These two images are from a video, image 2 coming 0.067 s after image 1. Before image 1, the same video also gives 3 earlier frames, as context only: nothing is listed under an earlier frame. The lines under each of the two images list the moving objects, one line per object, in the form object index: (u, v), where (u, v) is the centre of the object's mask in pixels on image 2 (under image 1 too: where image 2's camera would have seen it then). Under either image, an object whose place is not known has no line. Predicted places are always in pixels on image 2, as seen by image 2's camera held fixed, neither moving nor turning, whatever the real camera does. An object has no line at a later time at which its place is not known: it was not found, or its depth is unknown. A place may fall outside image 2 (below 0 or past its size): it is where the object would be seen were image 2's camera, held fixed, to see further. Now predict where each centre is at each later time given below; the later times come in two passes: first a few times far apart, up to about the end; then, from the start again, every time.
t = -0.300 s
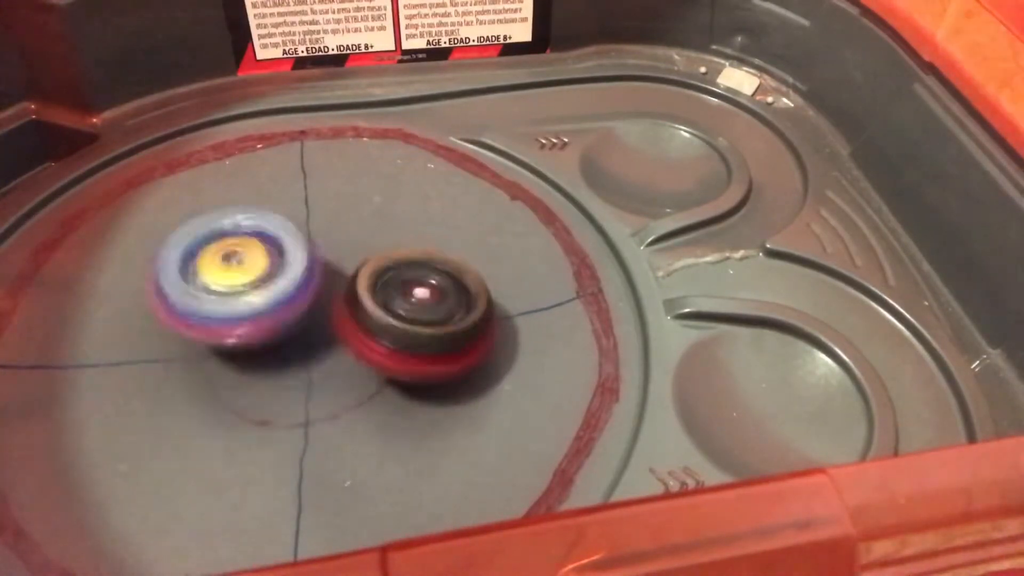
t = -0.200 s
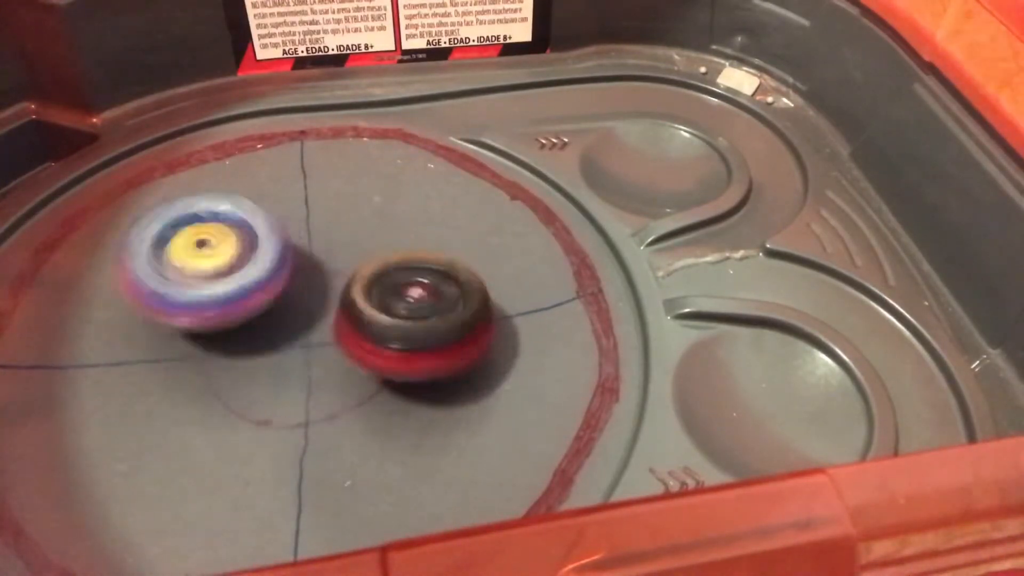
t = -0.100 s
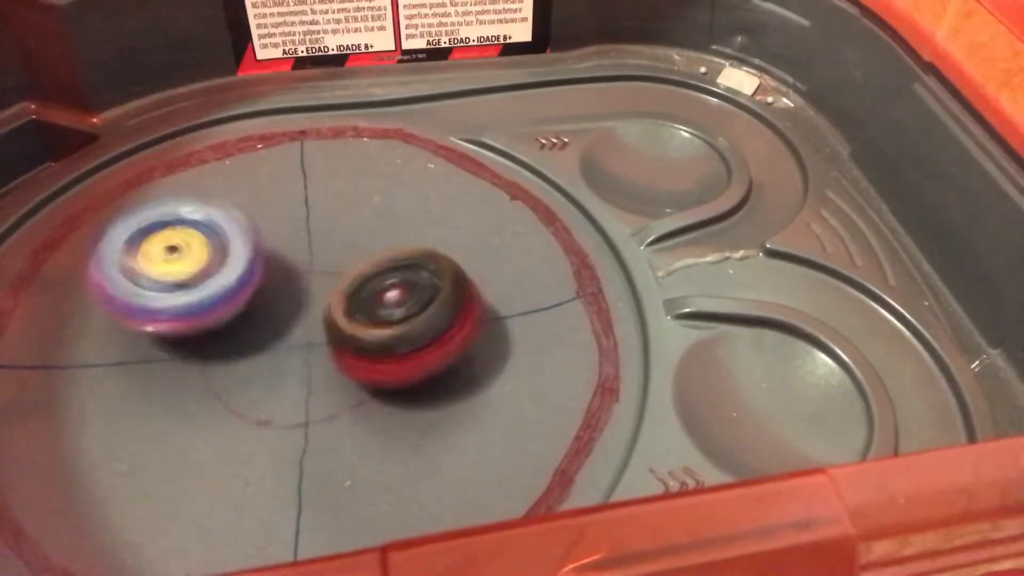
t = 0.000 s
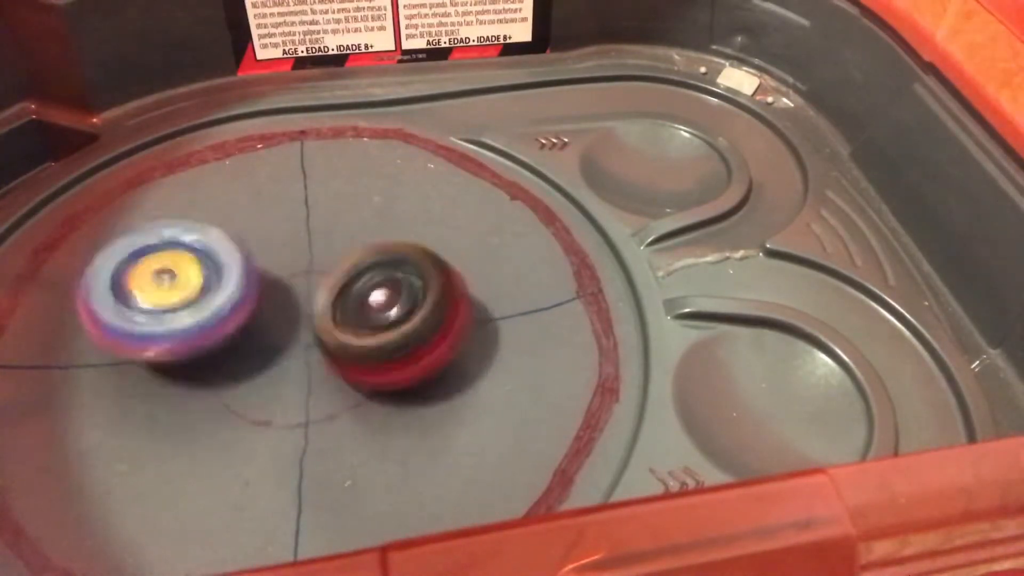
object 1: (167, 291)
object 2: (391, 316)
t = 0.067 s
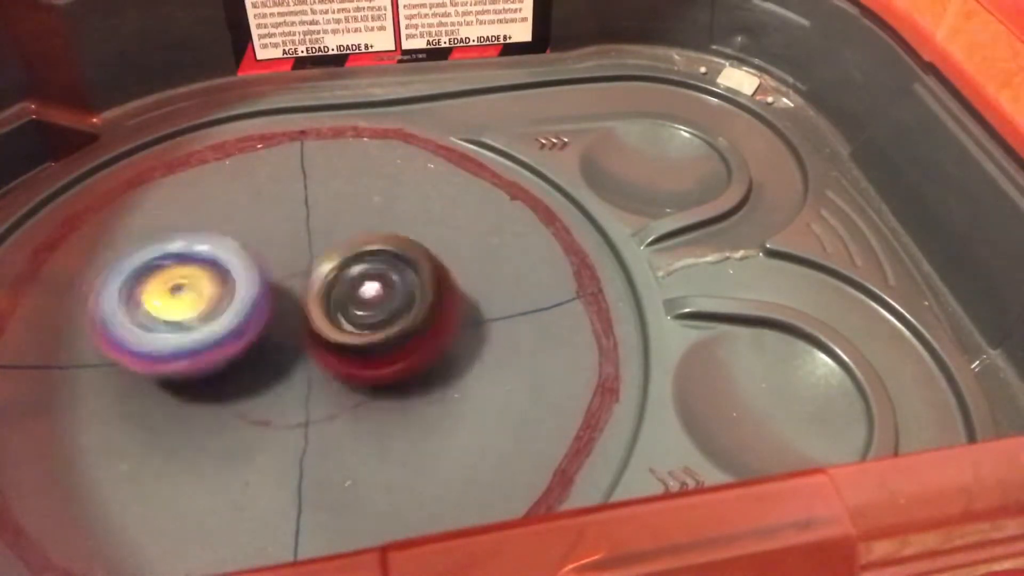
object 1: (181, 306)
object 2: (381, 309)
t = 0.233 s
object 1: (153, 327)
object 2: (403, 281)
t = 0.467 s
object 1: (190, 355)
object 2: (383, 290)
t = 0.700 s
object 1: (174, 328)
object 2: (386, 286)
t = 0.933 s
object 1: (180, 326)
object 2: (378, 298)
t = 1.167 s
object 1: (144, 296)
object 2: (424, 288)
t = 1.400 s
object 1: (151, 318)
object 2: (432, 268)
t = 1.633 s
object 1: (222, 280)
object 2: (399, 259)
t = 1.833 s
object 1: (185, 280)
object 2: (390, 273)
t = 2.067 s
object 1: (213, 294)
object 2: (385, 284)
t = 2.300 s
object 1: (206, 295)
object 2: (376, 268)
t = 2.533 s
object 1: (183, 317)
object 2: (362, 268)
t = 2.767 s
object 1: (184, 352)
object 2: (389, 264)
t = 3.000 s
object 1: (227, 315)
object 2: (383, 261)
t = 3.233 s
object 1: (133, 317)
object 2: (398, 253)
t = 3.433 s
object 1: (158, 349)
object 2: (407, 264)
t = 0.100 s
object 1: (191, 310)
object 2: (371, 307)
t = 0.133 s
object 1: (194, 311)
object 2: (373, 302)
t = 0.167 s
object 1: (176, 316)
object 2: (387, 296)
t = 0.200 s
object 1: (163, 320)
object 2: (398, 287)
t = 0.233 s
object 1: (153, 327)
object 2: (403, 281)
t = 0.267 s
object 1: (145, 337)
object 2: (402, 277)
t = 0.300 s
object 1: (143, 345)
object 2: (398, 274)
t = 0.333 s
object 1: (150, 351)
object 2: (394, 276)
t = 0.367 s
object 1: (155, 357)
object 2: (391, 282)
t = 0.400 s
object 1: (164, 359)
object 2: (390, 286)
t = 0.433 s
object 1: (178, 357)
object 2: (387, 286)
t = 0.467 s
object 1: (190, 355)
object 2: (383, 290)
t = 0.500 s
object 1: (200, 350)
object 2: (381, 293)
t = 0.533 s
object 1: (208, 341)
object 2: (382, 291)
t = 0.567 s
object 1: (200, 335)
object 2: (390, 290)
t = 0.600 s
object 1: (193, 334)
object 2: (392, 286)
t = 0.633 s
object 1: (186, 329)
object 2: (389, 286)
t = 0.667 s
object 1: (180, 328)
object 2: (388, 286)
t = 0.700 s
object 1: (174, 328)
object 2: (386, 286)
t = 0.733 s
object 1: (168, 327)
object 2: (383, 287)
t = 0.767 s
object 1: (165, 327)
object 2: (381, 288)
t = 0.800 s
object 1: (165, 327)
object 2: (379, 291)
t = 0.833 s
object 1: (166, 328)
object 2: (377, 295)
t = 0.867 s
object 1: (168, 329)
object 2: (377, 296)
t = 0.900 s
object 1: (174, 328)
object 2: (378, 298)
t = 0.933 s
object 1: (180, 326)
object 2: (378, 298)
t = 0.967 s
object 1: (189, 323)
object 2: (378, 299)
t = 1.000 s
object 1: (197, 316)
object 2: (377, 299)
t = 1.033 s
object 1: (200, 311)
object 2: (375, 299)
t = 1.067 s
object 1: (186, 304)
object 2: (394, 294)
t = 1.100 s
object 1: (169, 299)
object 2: (411, 294)
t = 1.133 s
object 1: (157, 298)
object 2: (419, 290)
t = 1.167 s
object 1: (144, 296)
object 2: (424, 288)
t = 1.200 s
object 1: (130, 299)
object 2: (431, 285)
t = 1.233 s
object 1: (126, 302)
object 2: (434, 283)
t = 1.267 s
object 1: (121, 304)
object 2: (436, 280)
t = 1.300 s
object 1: (124, 310)
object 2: (437, 276)
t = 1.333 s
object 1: (133, 312)
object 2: (437, 274)
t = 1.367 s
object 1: (137, 315)
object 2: (436, 271)
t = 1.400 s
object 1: (151, 318)
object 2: (432, 268)
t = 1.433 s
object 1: (163, 318)
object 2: (427, 267)
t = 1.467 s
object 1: (181, 317)
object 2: (420, 265)
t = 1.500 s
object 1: (198, 310)
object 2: (415, 262)
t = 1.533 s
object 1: (217, 303)
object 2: (405, 263)
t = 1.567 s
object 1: (233, 293)
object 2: (396, 263)
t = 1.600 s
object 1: (231, 286)
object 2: (397, 259)
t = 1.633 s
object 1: (222, 280)
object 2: (399, 259)
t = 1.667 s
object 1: (214, 277)
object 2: (397, 259)
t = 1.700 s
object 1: (207, 273)
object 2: (396, 259)
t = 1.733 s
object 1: (199, 273)
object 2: (394, 264)
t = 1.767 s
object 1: (193, 275)
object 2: (393, 266)
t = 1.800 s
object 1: (188, 276)
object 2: (394, 269)
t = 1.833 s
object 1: (185, 280)
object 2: (390, 273)
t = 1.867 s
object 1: (185, 284)
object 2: (387, 276)
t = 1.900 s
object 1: (185, 288)
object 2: (388, 281)
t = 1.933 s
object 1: (190, 291)
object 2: (385, 282)
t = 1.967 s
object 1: (194, 293)
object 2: (383, 284)
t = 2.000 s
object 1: (201, 295)
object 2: (386, 287)
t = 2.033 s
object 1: (208, 295)
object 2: (384, 286)
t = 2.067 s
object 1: (213, 294)
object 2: (385, 284)
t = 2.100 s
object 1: (212, 292)
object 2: (386, 281)
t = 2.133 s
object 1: (211, 291)
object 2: (386, 279)
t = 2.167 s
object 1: (207, 292)
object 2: (384, 277)
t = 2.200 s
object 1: (206, 294)
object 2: (384, 276)
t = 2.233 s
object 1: (204, 294)
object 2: (383, 273)
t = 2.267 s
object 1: (205, 294)
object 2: (380, 271)
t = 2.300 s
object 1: (206, 295)
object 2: (376, 268)
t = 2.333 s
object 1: (206, 296)
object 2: (373, 266)
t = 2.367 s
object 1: (204, 297)
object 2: (368, 264)
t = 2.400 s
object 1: (199, 300)
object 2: (367, 265)
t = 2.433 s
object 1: (193, 302)
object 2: (365, 264)
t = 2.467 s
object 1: (190, 307)
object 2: (359, 263)
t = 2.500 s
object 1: (188, 311)
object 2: (356, 266)
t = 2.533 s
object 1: (183, 317)
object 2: (362, 268)
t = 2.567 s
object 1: (172, 323)
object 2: (369, 264)
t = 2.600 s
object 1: (168, 332)
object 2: (374, 265)
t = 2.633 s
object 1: (166, 337)
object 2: (377, 266)
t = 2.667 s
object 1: (167, 344)
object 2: (384, 265)
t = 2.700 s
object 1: (169, 347)
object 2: (384, 262)
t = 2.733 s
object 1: (178, 348)
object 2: (385, 263)
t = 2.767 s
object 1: (184, 352)
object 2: (389, 264)
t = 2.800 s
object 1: (192, 351)
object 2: (388, 262)
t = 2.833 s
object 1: (199, 348)
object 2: (387, 261)
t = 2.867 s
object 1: (208, 342)
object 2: (382, 261)
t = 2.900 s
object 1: (215, 340)
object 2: (380, 261)
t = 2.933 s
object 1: (222, 331)
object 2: (380, 265)
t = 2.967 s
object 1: (228, 324)
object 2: (380, 262)
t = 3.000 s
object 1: (227, 315)
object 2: (383, 261)
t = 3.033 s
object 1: (225, 308)
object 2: (383, 261)
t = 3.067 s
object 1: (211, 303)
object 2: (391, 259)
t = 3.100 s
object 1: (191, 304)
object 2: (396, 258)
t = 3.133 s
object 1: (175, 304)
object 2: (401, 252)
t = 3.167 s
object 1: (161, 307)
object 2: (400, 252)
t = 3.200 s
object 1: (144, 311)
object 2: (398, 252)
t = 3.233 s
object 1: (133, 317)
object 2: (398, 253)
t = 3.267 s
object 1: (125, 325)
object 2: (397, 257)
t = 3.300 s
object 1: (126, 335)
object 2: (397, 258)
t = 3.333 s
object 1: (127, 341)
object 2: (399, 261)
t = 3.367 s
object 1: (138, 345)
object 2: (401, 263)
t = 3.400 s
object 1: (148, 350)
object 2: (406, 264)
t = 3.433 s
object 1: (158, 349)
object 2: (407, 264)
